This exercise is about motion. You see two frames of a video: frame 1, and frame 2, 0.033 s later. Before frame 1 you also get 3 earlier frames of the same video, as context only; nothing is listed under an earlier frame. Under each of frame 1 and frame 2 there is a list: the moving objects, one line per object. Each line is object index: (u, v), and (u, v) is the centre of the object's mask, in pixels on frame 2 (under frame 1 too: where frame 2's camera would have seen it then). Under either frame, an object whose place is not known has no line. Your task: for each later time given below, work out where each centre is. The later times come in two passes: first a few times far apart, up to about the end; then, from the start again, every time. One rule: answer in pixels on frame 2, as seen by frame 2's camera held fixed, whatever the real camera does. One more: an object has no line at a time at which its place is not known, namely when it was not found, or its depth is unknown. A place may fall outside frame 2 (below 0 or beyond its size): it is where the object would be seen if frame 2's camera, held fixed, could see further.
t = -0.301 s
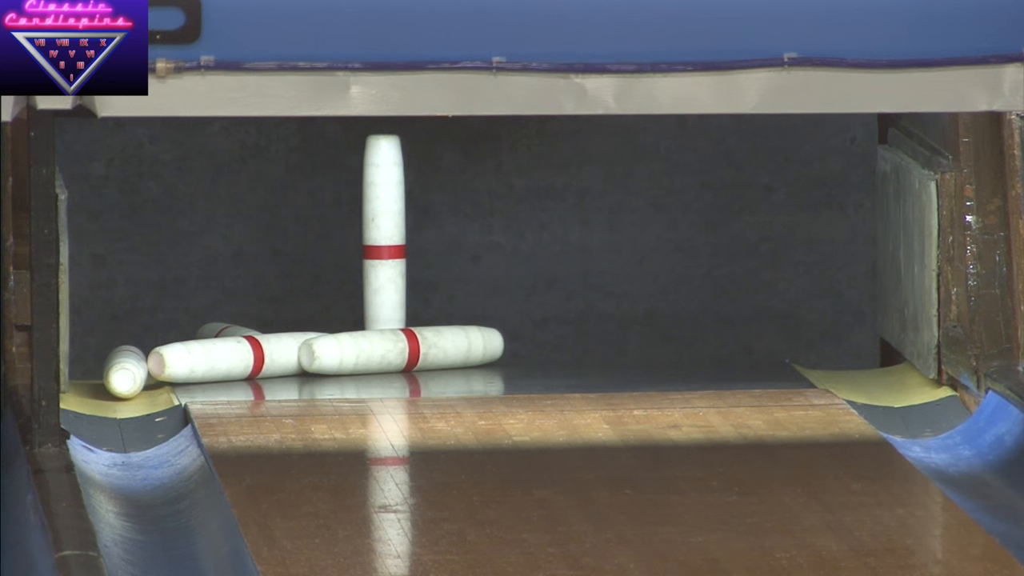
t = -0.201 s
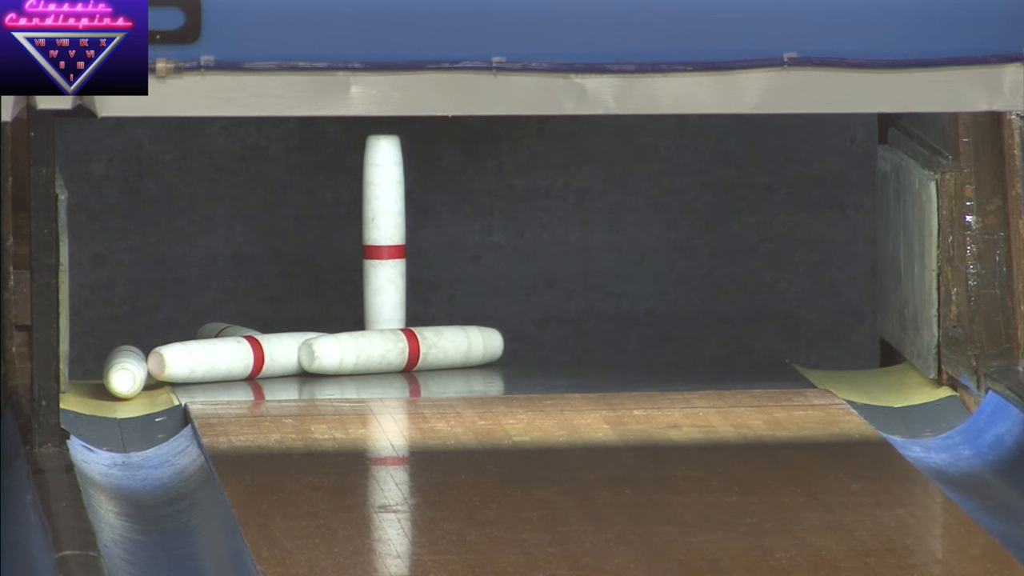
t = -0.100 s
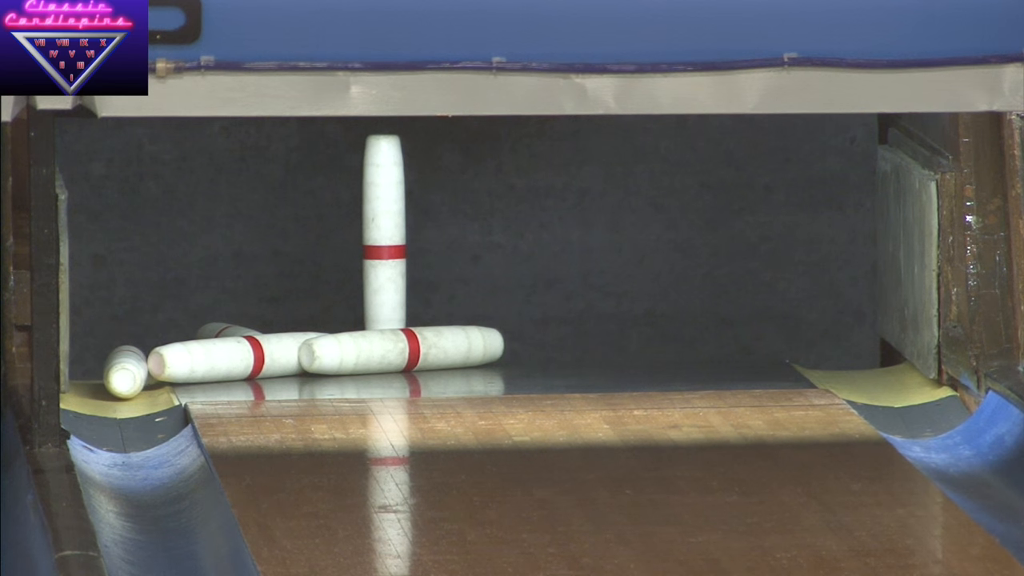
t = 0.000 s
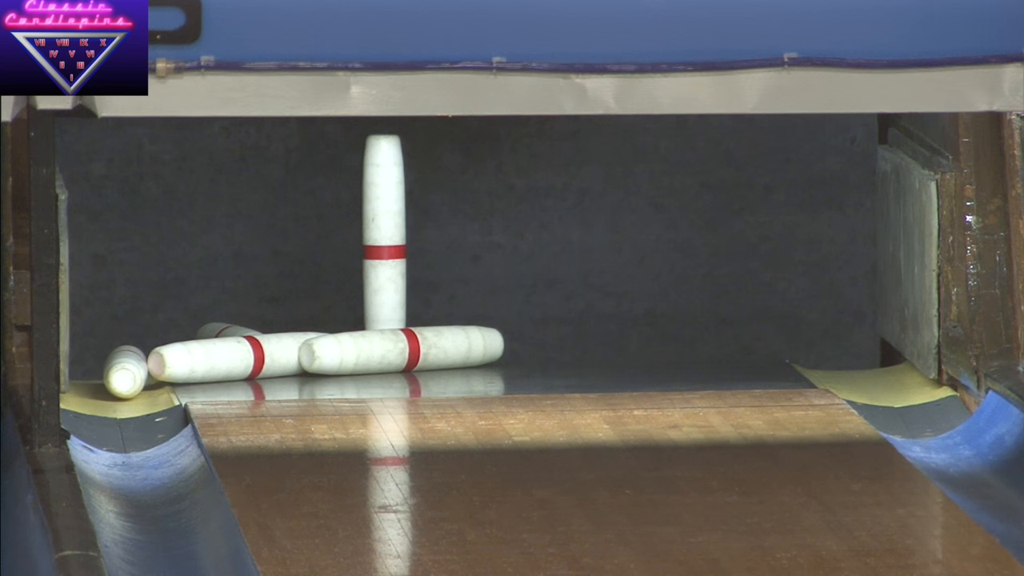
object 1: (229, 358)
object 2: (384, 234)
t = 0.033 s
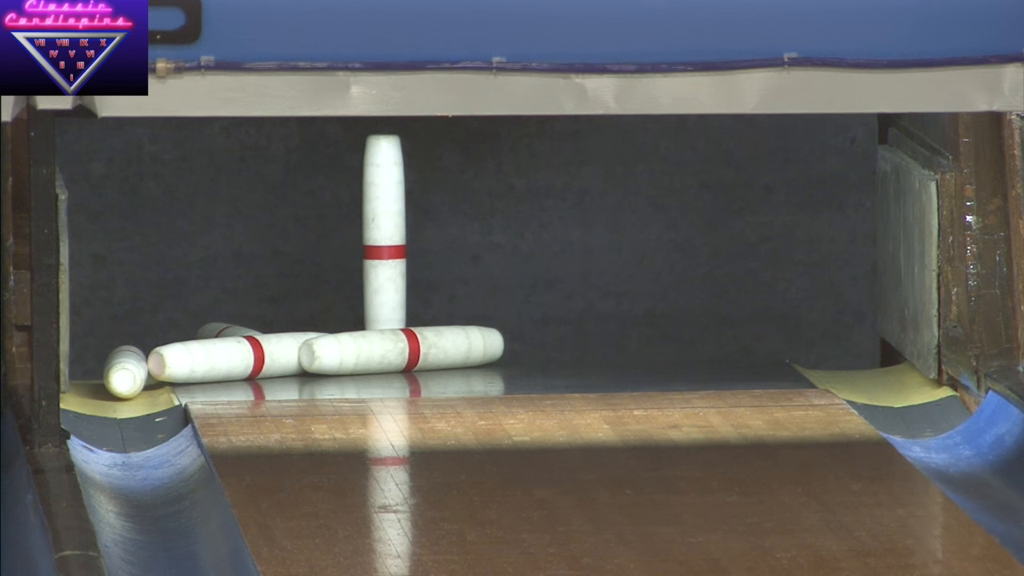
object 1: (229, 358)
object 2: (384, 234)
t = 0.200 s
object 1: (229, 358)
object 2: (384, 234)
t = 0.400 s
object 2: (384, 234)
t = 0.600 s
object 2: (384, 234)
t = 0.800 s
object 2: (384, 234)
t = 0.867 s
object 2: (377, 240)
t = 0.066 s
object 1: (229, 358)
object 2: (384, 234)
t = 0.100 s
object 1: (229, 358)
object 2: (384, 234)
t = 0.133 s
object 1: (229, 358)
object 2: (384, 234)
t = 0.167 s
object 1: (229, 358)
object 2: (384, 234)
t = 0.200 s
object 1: (229, 358)
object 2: (384, 234)
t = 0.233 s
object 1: (229, 358)
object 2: (384, 234)
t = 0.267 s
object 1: (229, 358)
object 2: (384, 234)
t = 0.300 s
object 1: (229, 358)
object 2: (384, 234)
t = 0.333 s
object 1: (229, 358)
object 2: (384, 234)
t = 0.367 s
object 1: (229, 358)
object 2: (384, 234)
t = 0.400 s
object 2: (384, 234)
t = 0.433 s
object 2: (384, 234)
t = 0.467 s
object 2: (384, 234)
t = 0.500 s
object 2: (384, 234)
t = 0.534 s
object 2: (384, 234)
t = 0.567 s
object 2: (384, 234)
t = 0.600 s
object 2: (384, 234)
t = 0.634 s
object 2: (384, 234)
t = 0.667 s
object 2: (384, 234)
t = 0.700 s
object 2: (384, 234)
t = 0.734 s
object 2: (384, 234)
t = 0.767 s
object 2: (384, 234)
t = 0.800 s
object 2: (384, 234)
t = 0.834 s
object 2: (384, 232)
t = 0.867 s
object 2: (377, 240)
